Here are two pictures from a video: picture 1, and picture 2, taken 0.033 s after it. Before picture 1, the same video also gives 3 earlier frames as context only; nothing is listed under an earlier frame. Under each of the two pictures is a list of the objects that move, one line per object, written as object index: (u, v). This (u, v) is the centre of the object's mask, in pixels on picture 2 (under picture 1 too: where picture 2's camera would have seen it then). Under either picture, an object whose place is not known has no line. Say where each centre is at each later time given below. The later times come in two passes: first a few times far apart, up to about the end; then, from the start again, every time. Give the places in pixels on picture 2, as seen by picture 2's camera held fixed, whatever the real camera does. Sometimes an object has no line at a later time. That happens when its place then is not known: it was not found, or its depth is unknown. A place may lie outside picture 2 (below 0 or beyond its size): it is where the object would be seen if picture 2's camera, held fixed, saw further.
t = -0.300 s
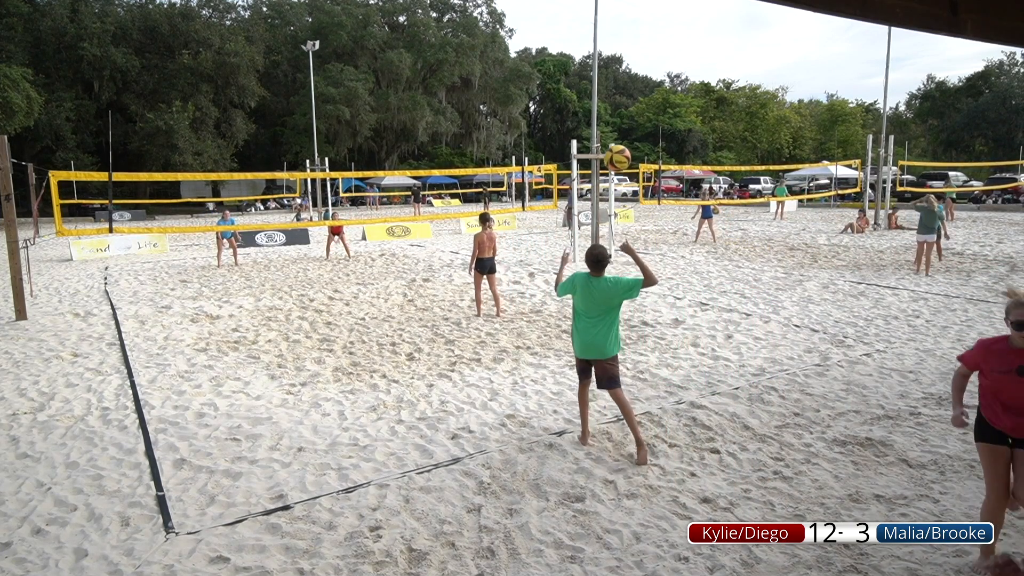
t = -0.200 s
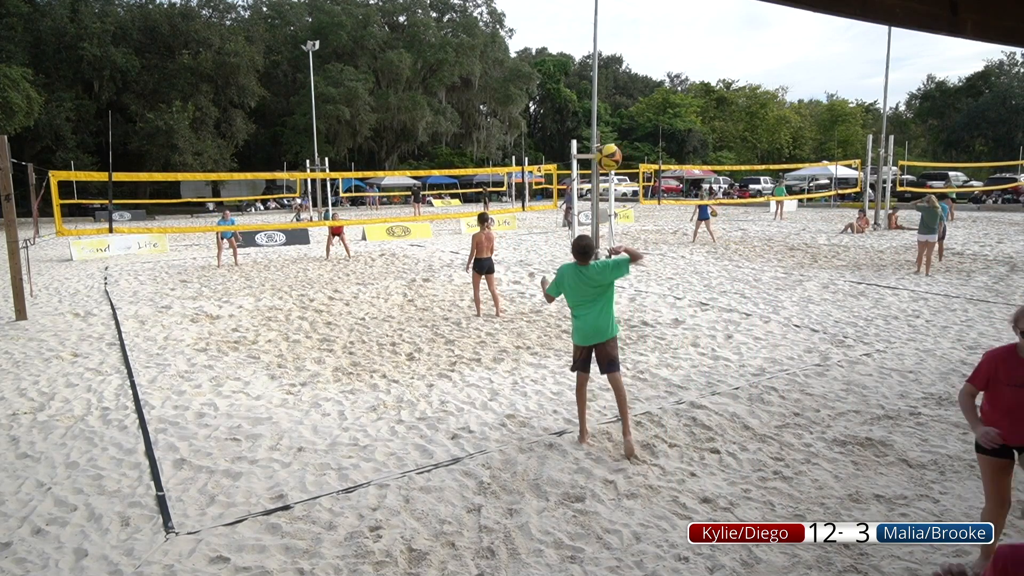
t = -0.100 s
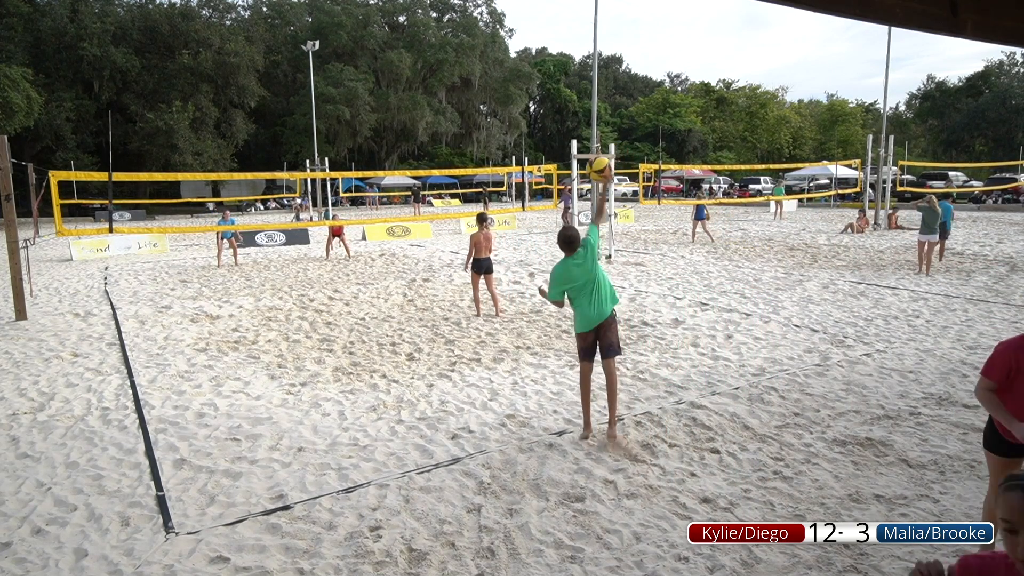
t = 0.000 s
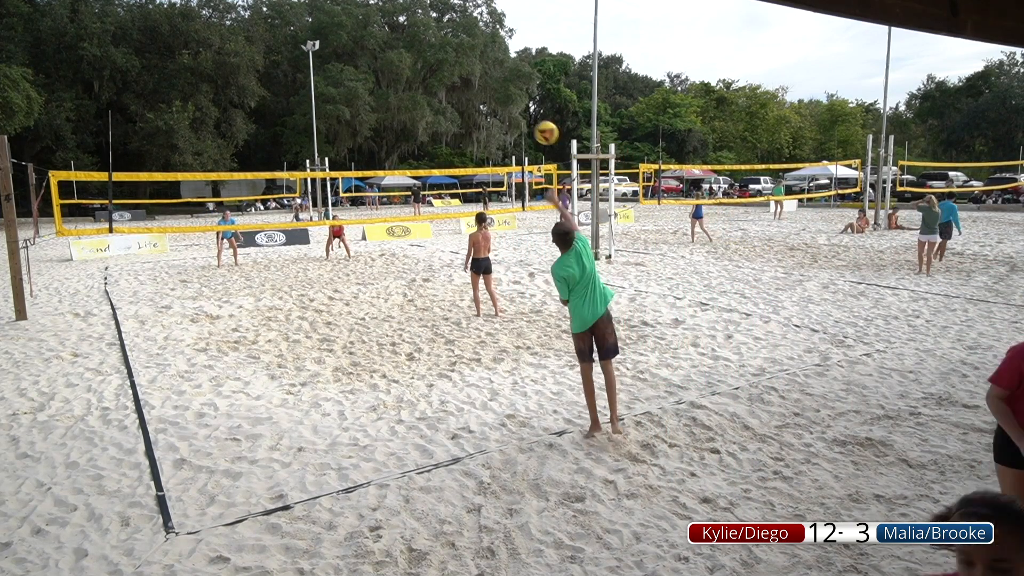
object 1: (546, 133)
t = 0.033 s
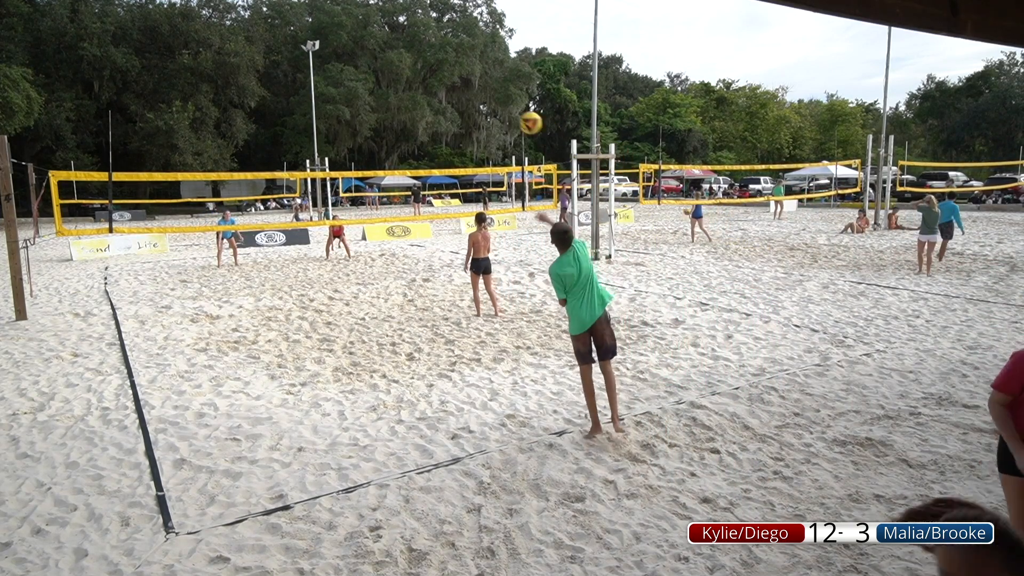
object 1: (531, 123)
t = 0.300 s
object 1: (451, 92)
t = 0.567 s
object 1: (411, 107)
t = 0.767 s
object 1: (389, 133)
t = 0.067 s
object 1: (517, 115)
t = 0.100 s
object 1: (505, 108)
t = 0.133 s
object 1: (494, 102)
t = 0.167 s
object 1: (484, 98)
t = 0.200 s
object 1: (475, 95)
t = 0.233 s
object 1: (466, 94)
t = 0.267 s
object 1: (458, 93)
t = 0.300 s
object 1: (451, 92)
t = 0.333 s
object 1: (444, 92)
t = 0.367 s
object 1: (438, 93)
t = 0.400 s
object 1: (433, 94)
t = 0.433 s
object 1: (427, 96)
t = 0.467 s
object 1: (423, 98)
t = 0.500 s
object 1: (419, 100)
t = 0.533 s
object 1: (415, 103)
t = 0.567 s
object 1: (411, 107)
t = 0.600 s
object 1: (407, 110)
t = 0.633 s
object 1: (403, 114)
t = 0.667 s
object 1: (400, 118)
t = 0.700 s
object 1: (396, 123)
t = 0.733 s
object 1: (393, 128)
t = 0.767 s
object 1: (389, 133)
